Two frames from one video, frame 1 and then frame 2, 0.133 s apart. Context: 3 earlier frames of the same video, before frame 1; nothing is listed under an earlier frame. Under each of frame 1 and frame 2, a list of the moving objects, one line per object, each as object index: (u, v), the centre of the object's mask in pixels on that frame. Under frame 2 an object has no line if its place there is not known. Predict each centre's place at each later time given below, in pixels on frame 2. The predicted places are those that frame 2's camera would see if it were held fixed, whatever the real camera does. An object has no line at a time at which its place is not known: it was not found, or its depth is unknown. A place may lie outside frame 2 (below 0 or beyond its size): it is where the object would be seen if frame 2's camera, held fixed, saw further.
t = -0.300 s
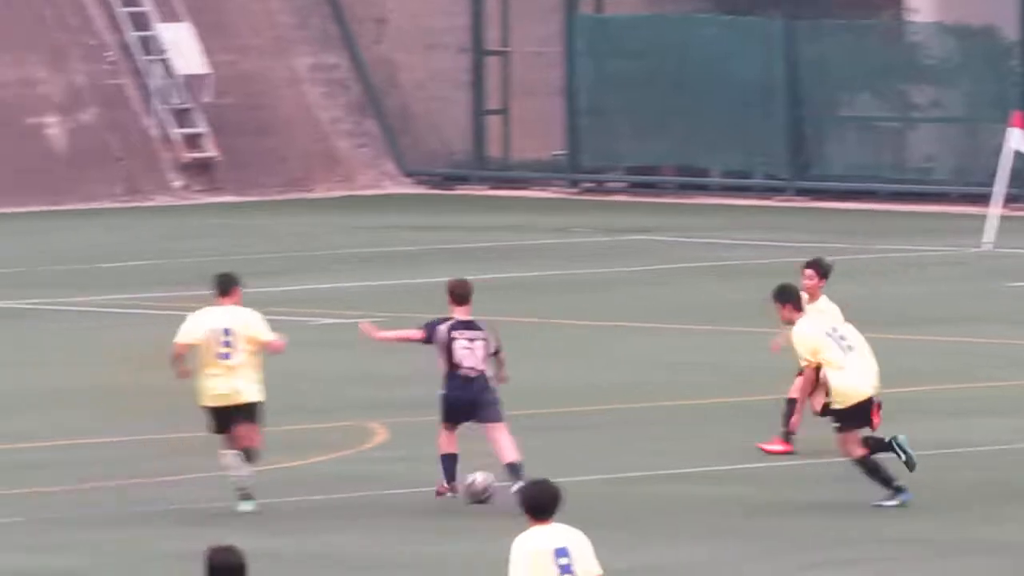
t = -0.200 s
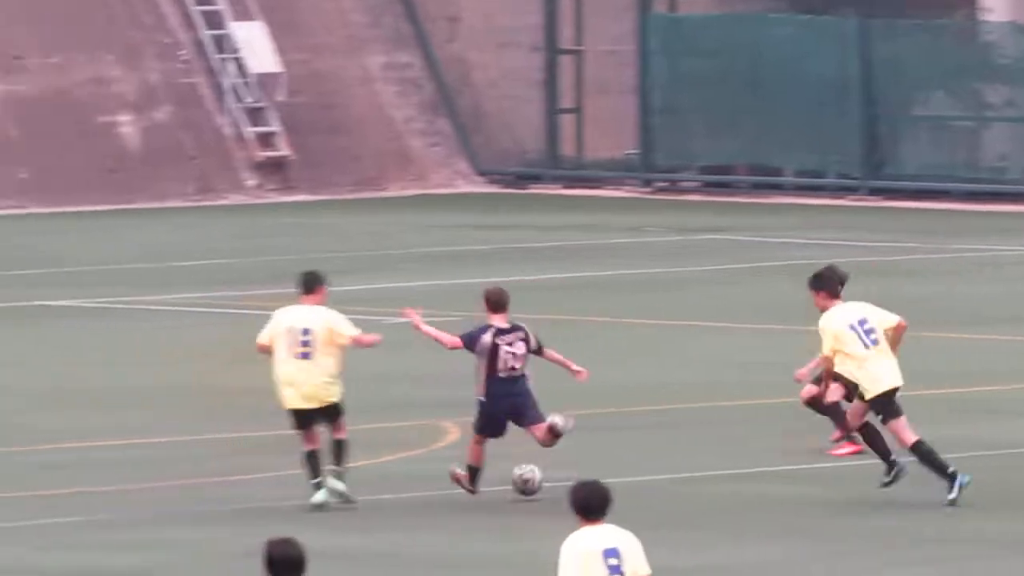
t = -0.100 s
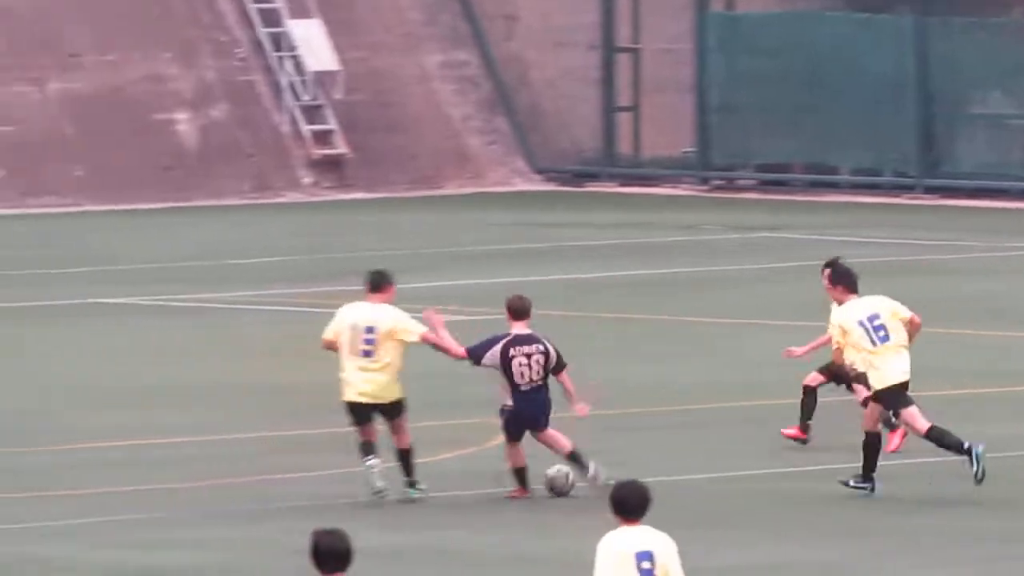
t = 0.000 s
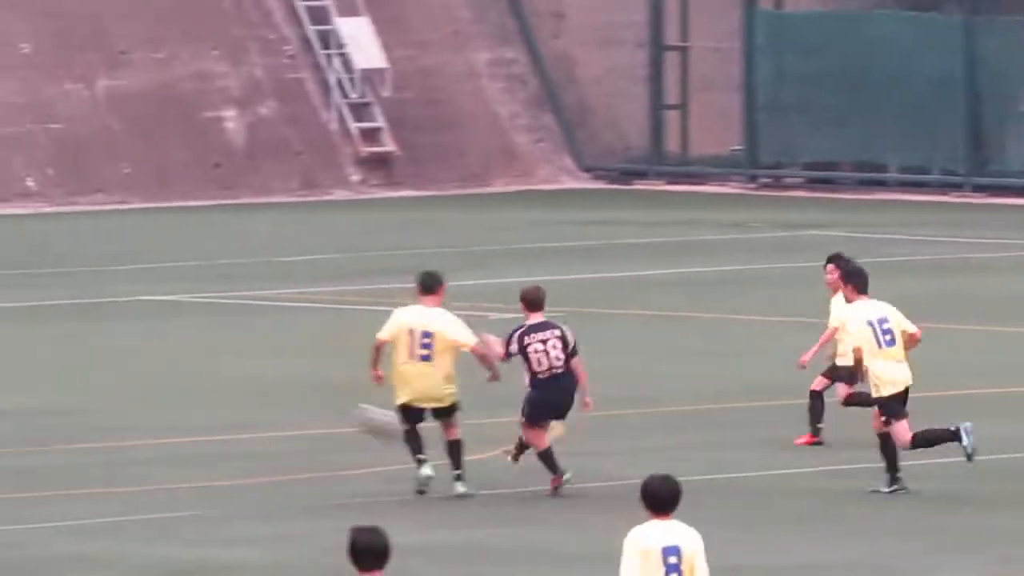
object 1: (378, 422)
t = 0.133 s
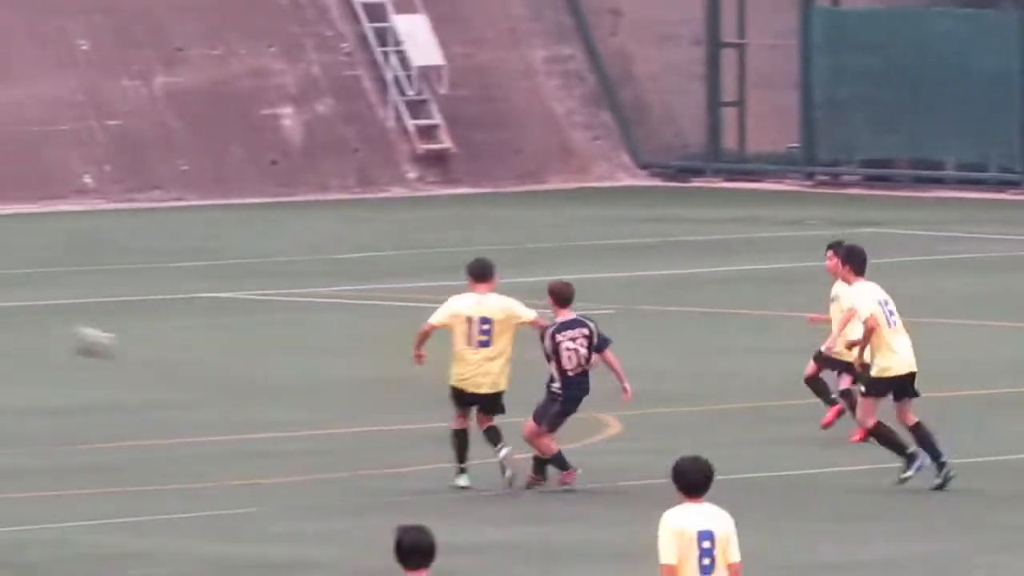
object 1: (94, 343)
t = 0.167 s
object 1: (13, 326)
